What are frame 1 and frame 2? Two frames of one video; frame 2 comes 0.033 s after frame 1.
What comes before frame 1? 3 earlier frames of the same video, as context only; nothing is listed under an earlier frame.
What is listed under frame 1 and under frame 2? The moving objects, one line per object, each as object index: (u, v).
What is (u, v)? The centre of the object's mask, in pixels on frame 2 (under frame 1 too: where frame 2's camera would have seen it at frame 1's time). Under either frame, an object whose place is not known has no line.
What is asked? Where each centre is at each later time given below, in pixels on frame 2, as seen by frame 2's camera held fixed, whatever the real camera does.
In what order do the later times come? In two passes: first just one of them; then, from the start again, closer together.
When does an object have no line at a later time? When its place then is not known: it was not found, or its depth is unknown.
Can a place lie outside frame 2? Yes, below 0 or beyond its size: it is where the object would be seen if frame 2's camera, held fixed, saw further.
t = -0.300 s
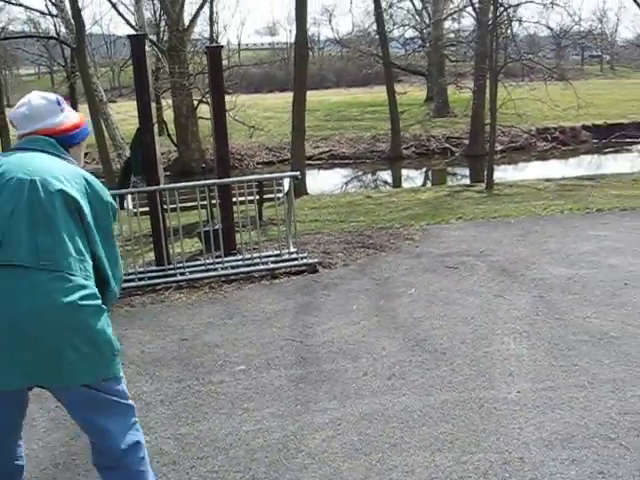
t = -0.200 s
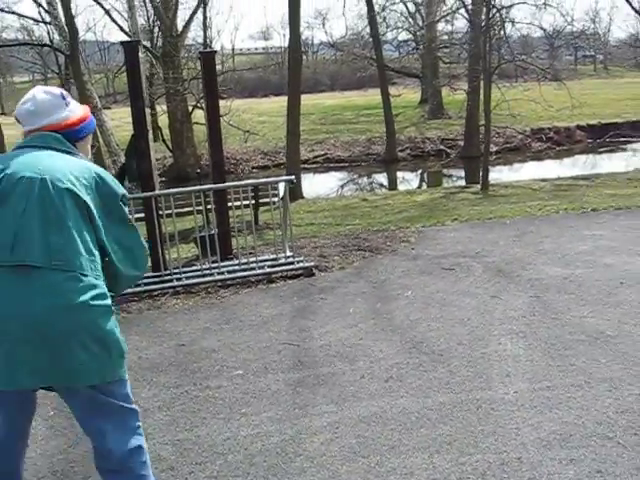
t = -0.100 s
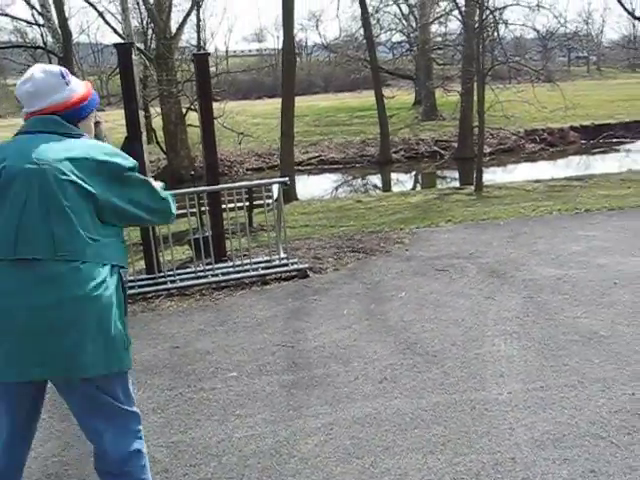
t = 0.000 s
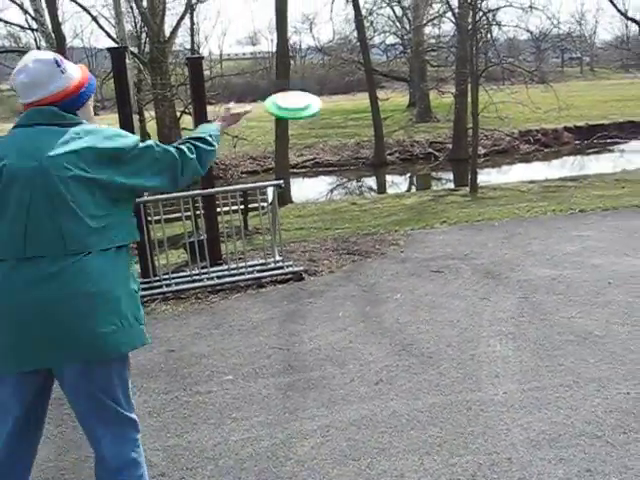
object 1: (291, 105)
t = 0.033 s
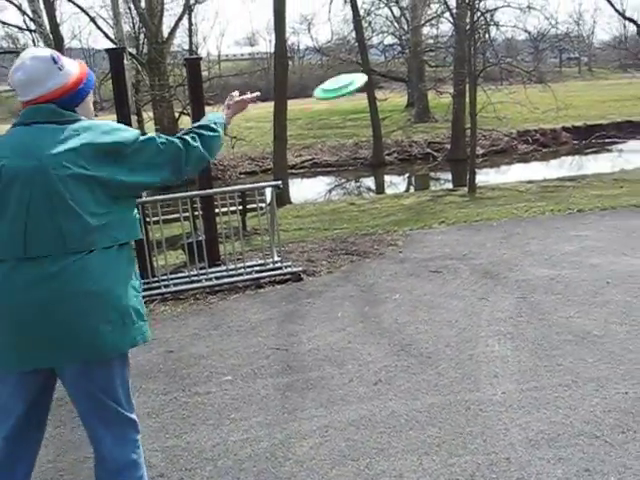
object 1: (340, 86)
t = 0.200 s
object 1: (529, 48)
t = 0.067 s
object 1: (386, 68)
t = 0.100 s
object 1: (425, 57)
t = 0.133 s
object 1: (462, 52)
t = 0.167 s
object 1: (496, 49)
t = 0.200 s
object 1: (529, 48)
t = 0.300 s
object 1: (612, 50)
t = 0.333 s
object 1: (635, 52)
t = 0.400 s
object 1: (679, 61)
